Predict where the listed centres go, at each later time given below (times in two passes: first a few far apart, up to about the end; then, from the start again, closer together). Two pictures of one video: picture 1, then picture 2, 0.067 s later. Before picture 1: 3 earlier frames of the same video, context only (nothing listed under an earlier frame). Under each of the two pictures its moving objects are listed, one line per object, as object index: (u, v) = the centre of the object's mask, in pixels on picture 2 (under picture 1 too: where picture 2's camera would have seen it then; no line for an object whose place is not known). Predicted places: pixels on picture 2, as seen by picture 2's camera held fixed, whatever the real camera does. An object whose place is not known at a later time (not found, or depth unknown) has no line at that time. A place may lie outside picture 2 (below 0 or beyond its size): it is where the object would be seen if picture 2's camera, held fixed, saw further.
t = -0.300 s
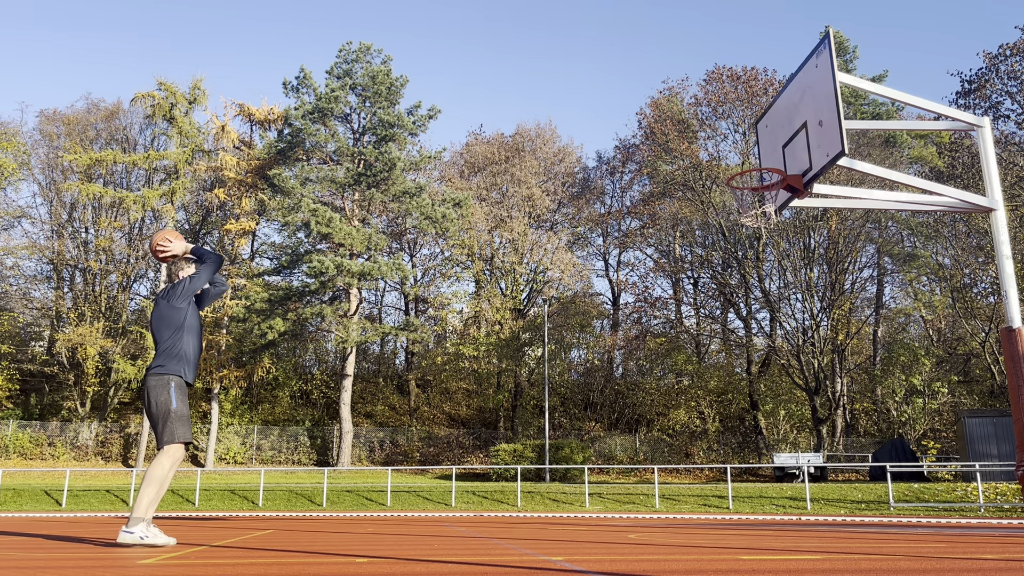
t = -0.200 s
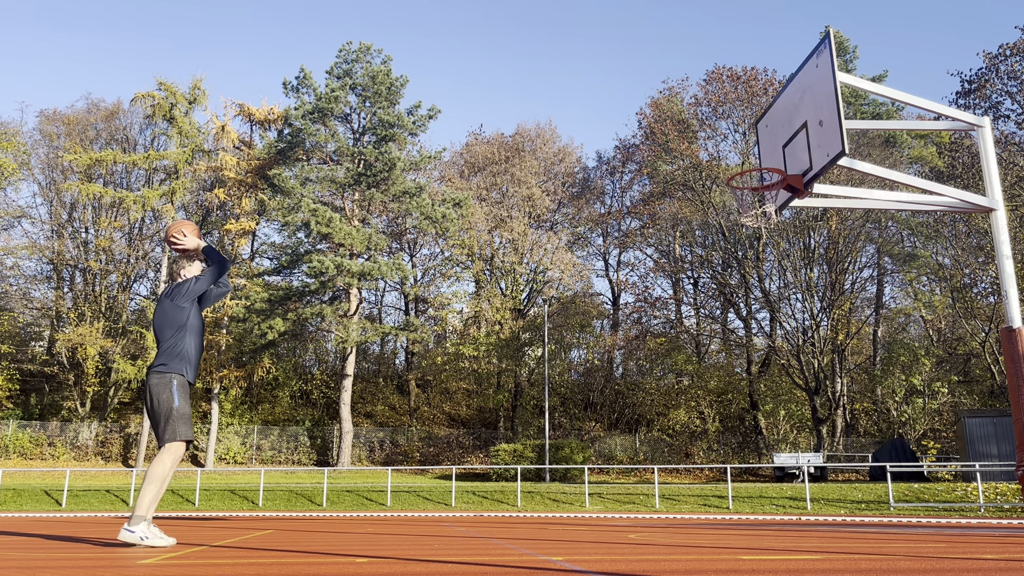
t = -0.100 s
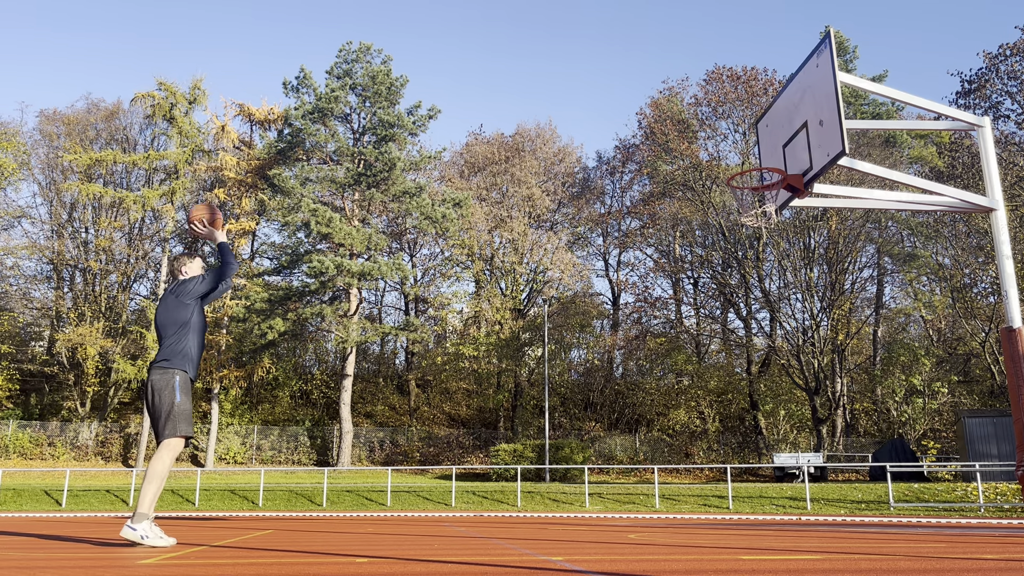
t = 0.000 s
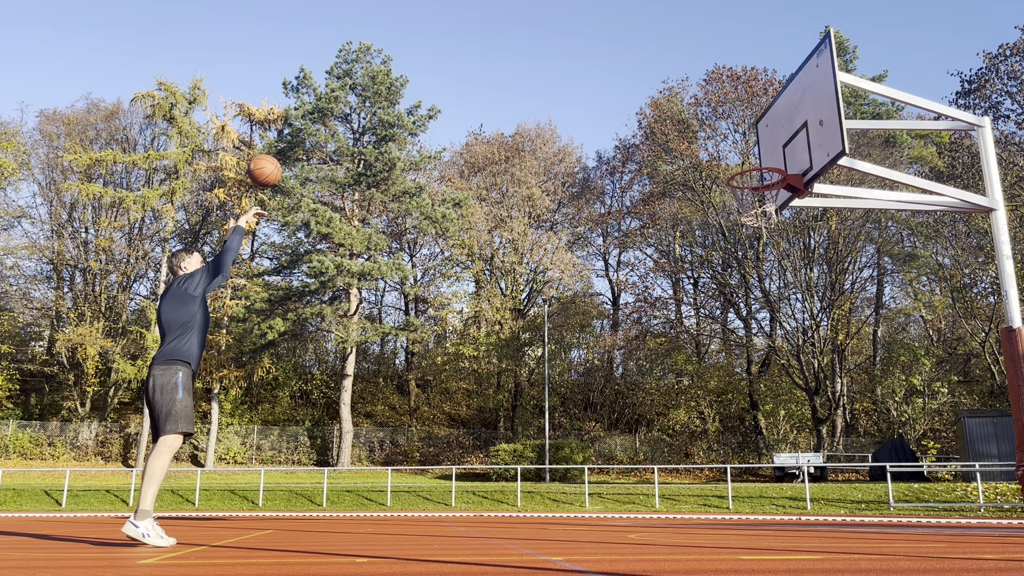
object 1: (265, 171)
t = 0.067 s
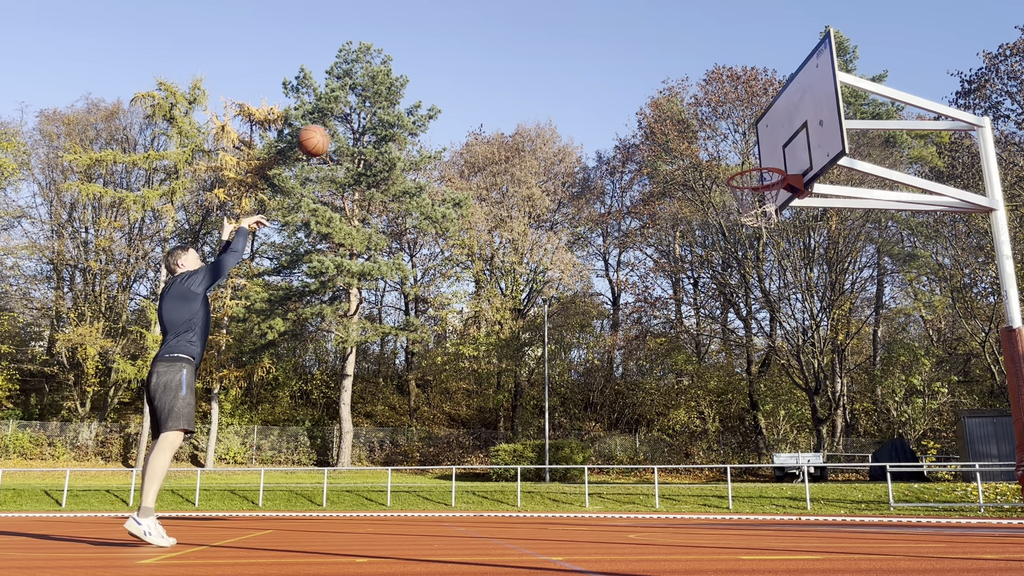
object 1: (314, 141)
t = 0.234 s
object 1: (424, 94)
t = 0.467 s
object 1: (560, 85)
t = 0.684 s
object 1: (676, 127)
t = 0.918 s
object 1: (751, 140)
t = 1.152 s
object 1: (778, 133)
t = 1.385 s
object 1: (756, 160)
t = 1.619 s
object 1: (751, 216)
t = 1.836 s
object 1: (767, 256)
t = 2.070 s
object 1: (791, 365)
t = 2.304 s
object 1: (818, 506)
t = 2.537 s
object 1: (830, 397)
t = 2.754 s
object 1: (846, 358)
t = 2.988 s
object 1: (872, 385)
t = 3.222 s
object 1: (907, 491)
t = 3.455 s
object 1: (928, 454)
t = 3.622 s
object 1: (945, 428)
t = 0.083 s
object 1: (325, 134)
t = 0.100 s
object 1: (337, 128)
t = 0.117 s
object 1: (348, 123)
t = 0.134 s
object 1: (360, 118)
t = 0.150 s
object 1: (371, 113)
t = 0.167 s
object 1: (382, 108)
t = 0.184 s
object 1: (393, 104)
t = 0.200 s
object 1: (403, 100)
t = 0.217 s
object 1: (414, 97)
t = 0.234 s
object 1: (424, 94)
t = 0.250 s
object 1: (434, 91)
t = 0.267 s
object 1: (444, 89)
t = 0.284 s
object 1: (454, 87)
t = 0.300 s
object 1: (465, 85)
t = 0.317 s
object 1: (474, 83)
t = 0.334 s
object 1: (484, 82)
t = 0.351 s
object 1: (494, 82)
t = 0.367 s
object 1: (504, 81)
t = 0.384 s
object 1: (514, 81)
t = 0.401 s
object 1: (523, 81)
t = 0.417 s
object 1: (532, 82)
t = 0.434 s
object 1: (542, 82)
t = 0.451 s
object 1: (550, 83)
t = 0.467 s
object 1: (560, 85)
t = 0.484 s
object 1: (569, 86)
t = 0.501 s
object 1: (578, 88)
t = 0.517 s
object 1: (587, 90)
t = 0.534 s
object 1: (596, 93)
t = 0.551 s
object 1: (605, 96)
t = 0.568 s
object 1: (614, 99)
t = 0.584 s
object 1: (623, 102)
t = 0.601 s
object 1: (632, 105)
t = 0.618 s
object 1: (641, 109)
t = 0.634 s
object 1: (650, 114)
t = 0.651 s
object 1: (658, 118)
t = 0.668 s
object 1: (667, 123)
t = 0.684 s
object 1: (676, 127)
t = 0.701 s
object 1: (685, 133)
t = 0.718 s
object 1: (693, 138)
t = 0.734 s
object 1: (702, 144)
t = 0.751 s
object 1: (710, 150)
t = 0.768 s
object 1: (718, 156)
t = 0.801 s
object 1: (731, 163)
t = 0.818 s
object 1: (734, 159)
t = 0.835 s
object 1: (737, 155)
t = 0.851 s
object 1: (740, 152)
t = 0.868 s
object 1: (743, 149)
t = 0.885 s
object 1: (745, 145)
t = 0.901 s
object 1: (748, 143)
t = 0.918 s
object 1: (751, 140)
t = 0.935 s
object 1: (753, 139)
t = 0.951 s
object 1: (756, 137)
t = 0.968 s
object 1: (759, 135)
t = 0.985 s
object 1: (761, 134)
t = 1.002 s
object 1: (765, 133)
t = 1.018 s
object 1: (767, 132)
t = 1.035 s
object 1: (770, 132)
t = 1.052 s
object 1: (773, 132)
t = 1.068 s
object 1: (776, 132)
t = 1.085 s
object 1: (778, 133)
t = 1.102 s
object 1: (781, 133)
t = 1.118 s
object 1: (781, 133)
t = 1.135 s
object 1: (779, 133)
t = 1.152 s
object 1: (778, 133)
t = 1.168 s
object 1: (776, 133)
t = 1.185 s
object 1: (775, 134)
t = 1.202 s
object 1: (773, 135)
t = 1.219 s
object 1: (772, 136)
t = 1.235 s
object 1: (770, 137)
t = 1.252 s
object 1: (768, 139)
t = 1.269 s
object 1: (767, 141)
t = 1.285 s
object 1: (765, 144)
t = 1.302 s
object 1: (763, 146)
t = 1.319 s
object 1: (762, 149)
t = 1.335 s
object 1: (761, 152)
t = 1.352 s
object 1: (760, 155)
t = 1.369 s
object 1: (758, 158)
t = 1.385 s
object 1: (756, 160)
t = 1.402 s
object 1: (755, 163)
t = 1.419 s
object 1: (755, 174)
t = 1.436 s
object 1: (753, 179)
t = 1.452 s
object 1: (751, 183)
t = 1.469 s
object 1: (751, 185)
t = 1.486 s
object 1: (748, 194)
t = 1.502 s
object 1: (745, 201)
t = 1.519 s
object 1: (746, 205)
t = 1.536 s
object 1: (742, 212)
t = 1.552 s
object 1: (748, 217)
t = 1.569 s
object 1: (749, 216)
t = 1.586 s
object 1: (749, 216)
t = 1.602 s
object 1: (750, 215)
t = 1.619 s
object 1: (751, 216)
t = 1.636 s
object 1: (752, 217)
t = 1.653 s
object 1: (752, 218)
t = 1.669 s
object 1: (754, 220)
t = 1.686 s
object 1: (755, 223)
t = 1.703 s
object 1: (756, 225)
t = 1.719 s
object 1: (757, 227)
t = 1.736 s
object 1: (759, 230)
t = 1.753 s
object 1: (760, 234)
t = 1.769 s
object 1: (761, 238)
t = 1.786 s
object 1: (763, 242)
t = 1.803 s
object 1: (764, 246)
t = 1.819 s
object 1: (765, 251)
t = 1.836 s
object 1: (767, 256)
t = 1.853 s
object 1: (769, 262)
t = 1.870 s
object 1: (770, 268)
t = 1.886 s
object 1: (772, 274)
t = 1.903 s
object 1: (773, 280)
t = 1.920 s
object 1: (775, 287)
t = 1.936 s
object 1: (777, 294)
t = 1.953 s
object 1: (778, 302)
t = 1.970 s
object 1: (780, 309)
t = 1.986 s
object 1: (781, 318)
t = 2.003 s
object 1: (783, 326)
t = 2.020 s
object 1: (785, 336)
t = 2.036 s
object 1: (787, 345)
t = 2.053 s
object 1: (788, 355)
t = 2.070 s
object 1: (791, 365)
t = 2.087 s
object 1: (792, 375)
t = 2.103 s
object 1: (794, 387)
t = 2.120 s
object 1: (797, 398)
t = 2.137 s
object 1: (798, 411)
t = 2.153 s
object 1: (801, 423)
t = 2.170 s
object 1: (802, 436)
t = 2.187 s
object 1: (805, 449)
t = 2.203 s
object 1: (807, 463)
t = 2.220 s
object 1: (809, 477)
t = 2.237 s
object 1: (811, 492)
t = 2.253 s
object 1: (814, 507)
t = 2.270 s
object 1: (816, 523)
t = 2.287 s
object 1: (817, 517)
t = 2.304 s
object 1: (818, 506)
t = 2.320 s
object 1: (818, 496)
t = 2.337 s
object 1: (819, 486)
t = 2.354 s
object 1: (820, 477)
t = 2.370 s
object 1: (820, 468)
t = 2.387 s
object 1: (821, 460)
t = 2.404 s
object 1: (822, 451)
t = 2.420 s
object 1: (823, 443)
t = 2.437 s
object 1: (824, 435)
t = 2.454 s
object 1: (825, 428)
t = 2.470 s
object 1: (826, 421)
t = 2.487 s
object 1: (827, 415)
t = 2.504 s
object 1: (828, 409)
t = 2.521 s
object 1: (829, 403)
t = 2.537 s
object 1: (830, 397)
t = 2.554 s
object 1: (831, 392)
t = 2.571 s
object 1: (832, 387)
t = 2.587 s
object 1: (833, 383)
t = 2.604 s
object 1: (834, 378)
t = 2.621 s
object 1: (835, 375)
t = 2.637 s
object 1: (836, 372)
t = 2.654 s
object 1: (839, 369)
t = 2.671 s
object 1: (839, 366)
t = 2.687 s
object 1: (840, 364)
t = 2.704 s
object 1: (842, 362)
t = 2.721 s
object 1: (843, 360)
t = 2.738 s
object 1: (845, 359)
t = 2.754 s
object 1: (846, 358)
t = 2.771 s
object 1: (848, 358)
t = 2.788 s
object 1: (849, 357)
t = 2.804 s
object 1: (850, 358)
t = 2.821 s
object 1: (853, 358)
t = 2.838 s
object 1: (855, 359)
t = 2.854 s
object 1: (856, 360)
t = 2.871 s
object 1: (858, 362)
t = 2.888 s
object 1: (860, 364)
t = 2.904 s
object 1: (862, 366)
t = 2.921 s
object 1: (863, 369)
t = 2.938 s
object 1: (866, 373)
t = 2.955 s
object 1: (868, 376)
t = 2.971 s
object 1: (870, 380)
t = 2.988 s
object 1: (872, 385)
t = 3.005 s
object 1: (874, 389)
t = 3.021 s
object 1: (876, 395)
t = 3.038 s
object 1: (879, 401)
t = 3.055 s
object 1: (881, 406)
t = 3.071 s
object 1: (883, 413)
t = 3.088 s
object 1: (885, 420)
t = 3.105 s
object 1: (888, 427)
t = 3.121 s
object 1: (890, 435)
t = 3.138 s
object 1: (893, 444)
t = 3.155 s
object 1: (895, 452)
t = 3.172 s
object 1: (898, 461)
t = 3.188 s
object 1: (901, 470)
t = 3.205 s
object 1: (904, 481)
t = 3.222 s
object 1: (907, 491)
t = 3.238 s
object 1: (909, 502)
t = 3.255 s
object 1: (913, 514)
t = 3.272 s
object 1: (915, 526)
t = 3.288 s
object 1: (917, 520)
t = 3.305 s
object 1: (917, 511)
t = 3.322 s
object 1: (918, 503)
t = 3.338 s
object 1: (919, 496)
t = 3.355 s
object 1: (920, 489)
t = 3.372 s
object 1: (921, 482)
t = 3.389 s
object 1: (923, 475)
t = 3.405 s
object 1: (924, 469)
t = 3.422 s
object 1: (925, 464)
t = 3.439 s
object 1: (926, 459)
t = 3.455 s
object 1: (928, 454)
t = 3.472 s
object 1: (930, 449)
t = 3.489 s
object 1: (931, 445)
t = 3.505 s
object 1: (932, 442)
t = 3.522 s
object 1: (933, 439)
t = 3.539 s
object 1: (935, 436)
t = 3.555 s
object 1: (937, 434)
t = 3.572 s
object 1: (939, 431)
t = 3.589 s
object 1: (941, 430)
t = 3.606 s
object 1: (943, 429)
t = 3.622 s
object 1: (945, 428)
